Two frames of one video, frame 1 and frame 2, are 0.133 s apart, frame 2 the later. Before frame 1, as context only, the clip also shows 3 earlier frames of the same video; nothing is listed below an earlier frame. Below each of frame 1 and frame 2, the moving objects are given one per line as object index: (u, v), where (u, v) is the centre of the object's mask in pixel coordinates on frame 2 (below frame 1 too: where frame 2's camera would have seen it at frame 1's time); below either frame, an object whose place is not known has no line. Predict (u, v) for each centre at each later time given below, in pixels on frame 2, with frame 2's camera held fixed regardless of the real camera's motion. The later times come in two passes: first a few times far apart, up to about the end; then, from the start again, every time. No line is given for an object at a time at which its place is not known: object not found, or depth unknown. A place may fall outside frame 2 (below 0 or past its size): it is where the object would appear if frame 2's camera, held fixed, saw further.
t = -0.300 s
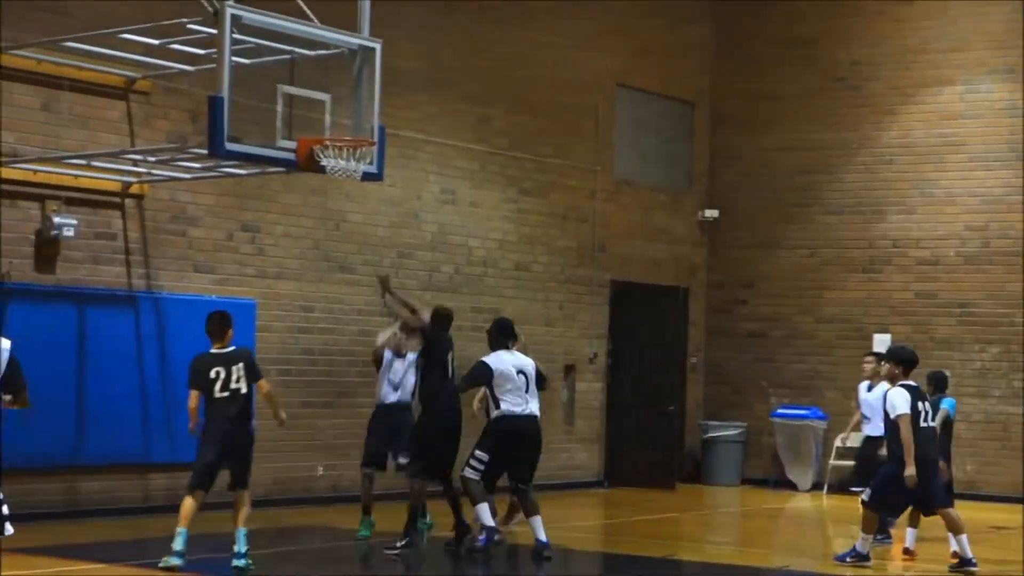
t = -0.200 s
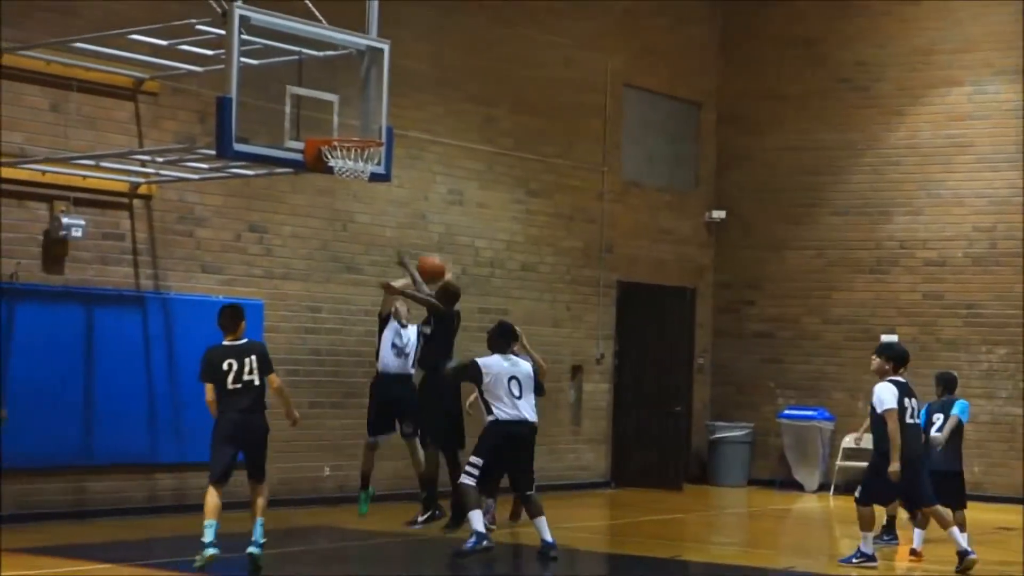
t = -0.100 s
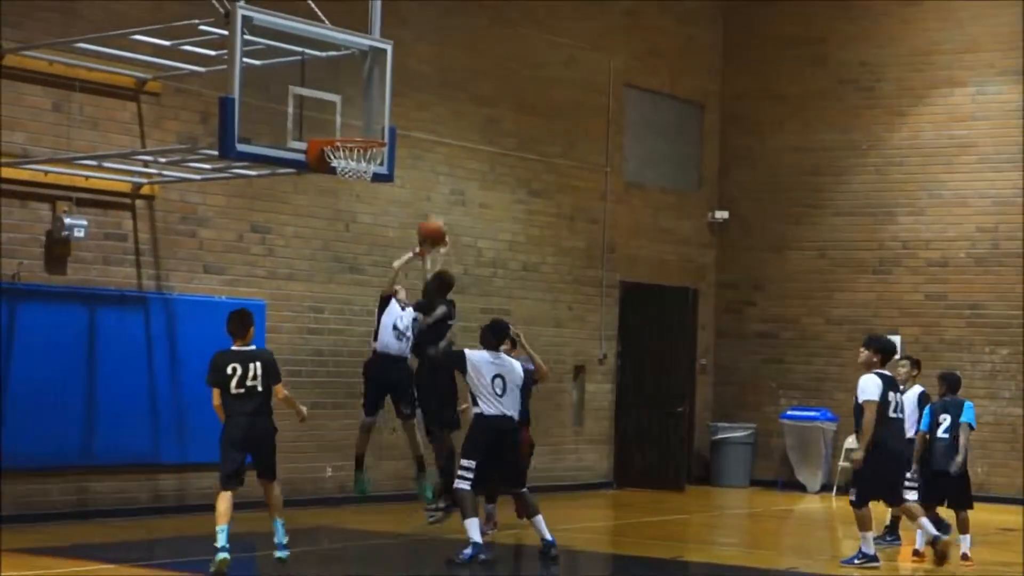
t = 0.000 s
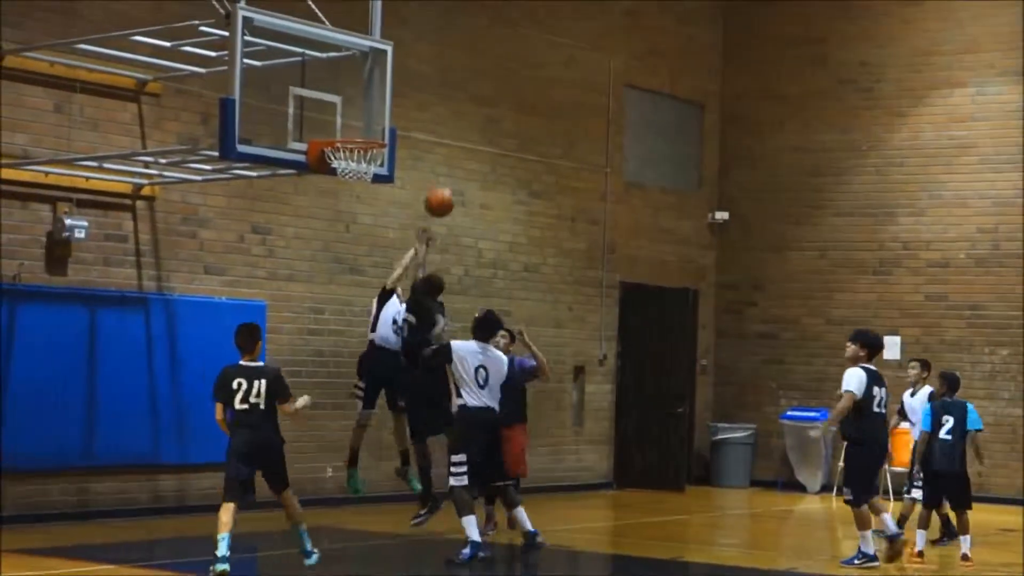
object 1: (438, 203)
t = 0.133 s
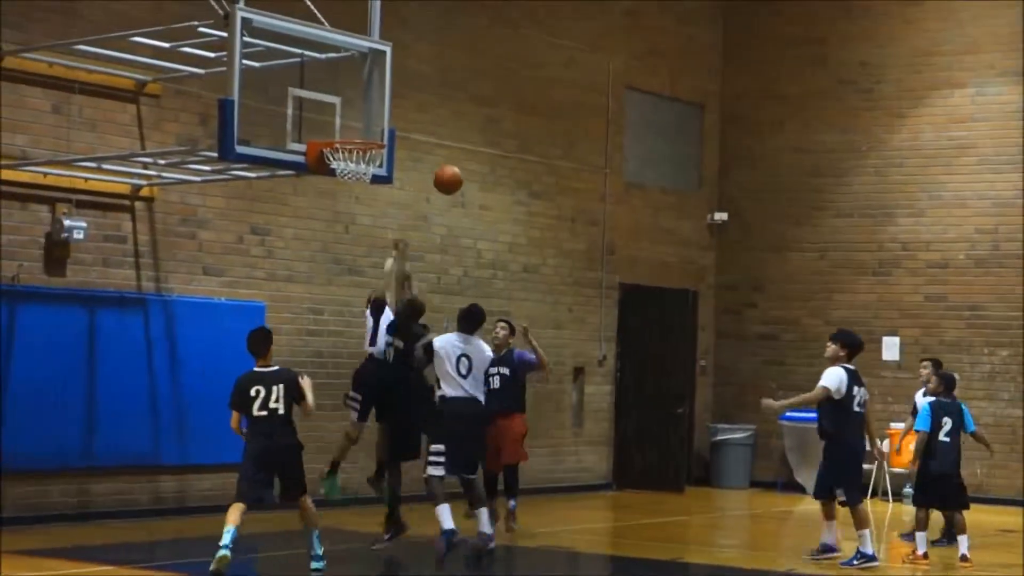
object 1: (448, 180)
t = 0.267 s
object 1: (457, 177)
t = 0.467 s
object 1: (471, 212)
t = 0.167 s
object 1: (451, 177)
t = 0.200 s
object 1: (453, 176)
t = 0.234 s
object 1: (455, 176)
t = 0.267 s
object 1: (457, 177)
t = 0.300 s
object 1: (460, 179)
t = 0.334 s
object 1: (462, 184)
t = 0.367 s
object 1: (464, 189)
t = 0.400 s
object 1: (467, 196)
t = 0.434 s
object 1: (468, 203)
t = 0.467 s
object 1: (471, 212)
